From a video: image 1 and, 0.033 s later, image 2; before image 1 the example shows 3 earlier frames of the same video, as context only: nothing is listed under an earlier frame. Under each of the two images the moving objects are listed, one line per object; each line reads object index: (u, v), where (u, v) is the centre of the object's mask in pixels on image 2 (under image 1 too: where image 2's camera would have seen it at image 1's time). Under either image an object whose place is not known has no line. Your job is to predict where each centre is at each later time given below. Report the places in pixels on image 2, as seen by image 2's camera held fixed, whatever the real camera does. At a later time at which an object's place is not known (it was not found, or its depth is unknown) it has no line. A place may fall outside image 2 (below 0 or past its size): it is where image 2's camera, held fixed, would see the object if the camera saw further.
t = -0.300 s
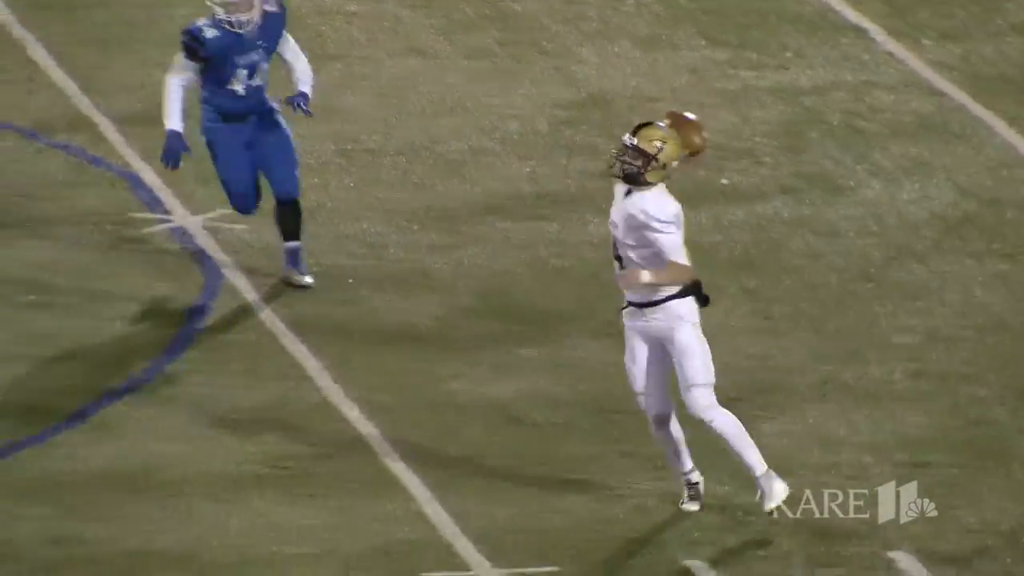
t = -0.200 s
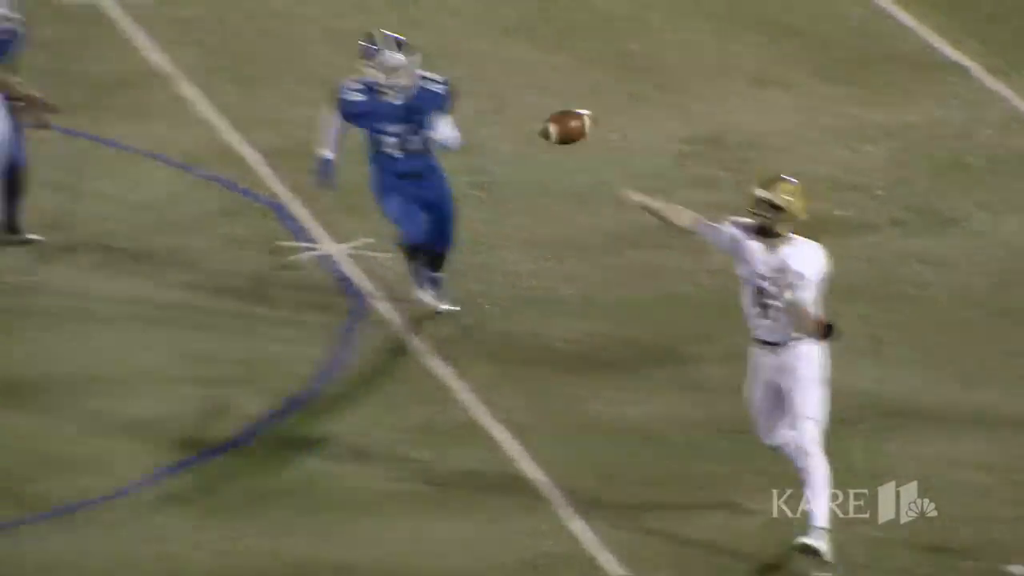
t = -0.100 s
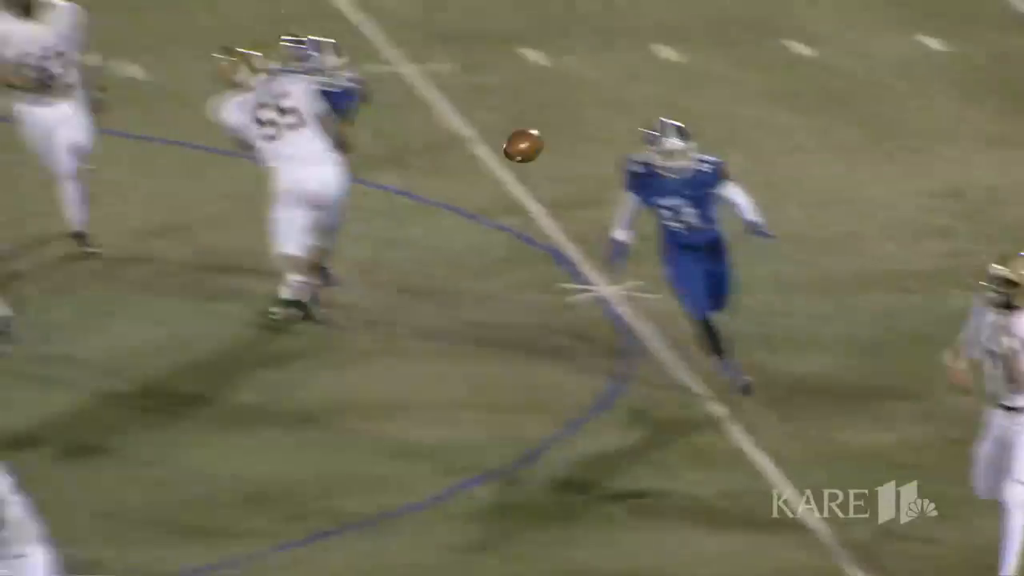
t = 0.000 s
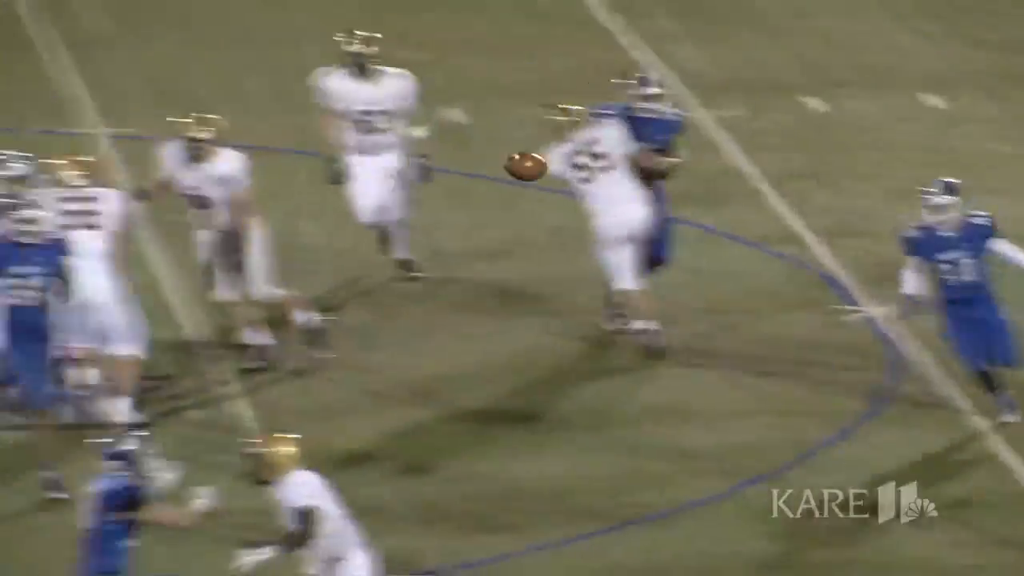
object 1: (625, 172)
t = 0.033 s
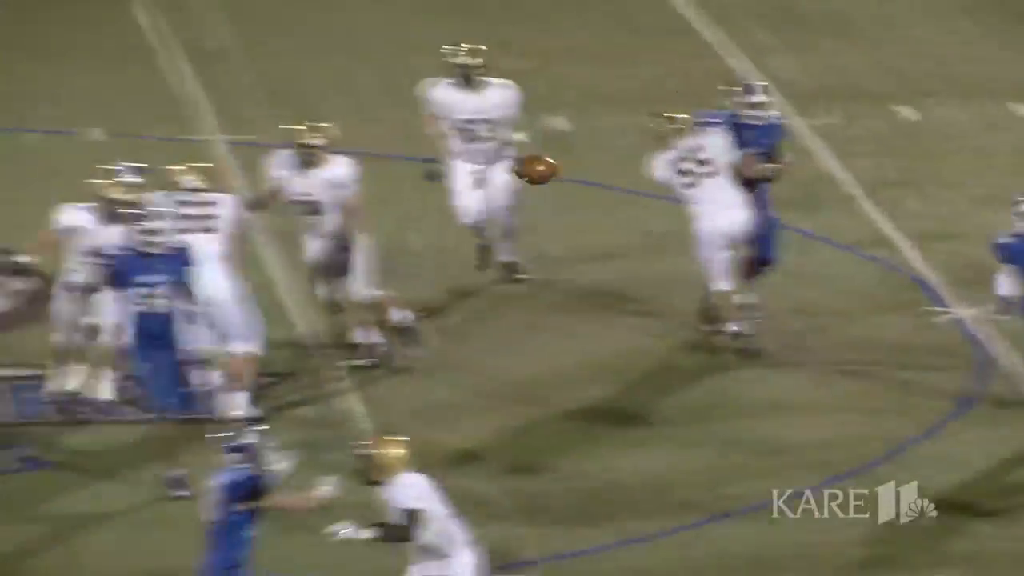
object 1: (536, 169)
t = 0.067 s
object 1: (448, 170)
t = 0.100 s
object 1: (361, 171)
